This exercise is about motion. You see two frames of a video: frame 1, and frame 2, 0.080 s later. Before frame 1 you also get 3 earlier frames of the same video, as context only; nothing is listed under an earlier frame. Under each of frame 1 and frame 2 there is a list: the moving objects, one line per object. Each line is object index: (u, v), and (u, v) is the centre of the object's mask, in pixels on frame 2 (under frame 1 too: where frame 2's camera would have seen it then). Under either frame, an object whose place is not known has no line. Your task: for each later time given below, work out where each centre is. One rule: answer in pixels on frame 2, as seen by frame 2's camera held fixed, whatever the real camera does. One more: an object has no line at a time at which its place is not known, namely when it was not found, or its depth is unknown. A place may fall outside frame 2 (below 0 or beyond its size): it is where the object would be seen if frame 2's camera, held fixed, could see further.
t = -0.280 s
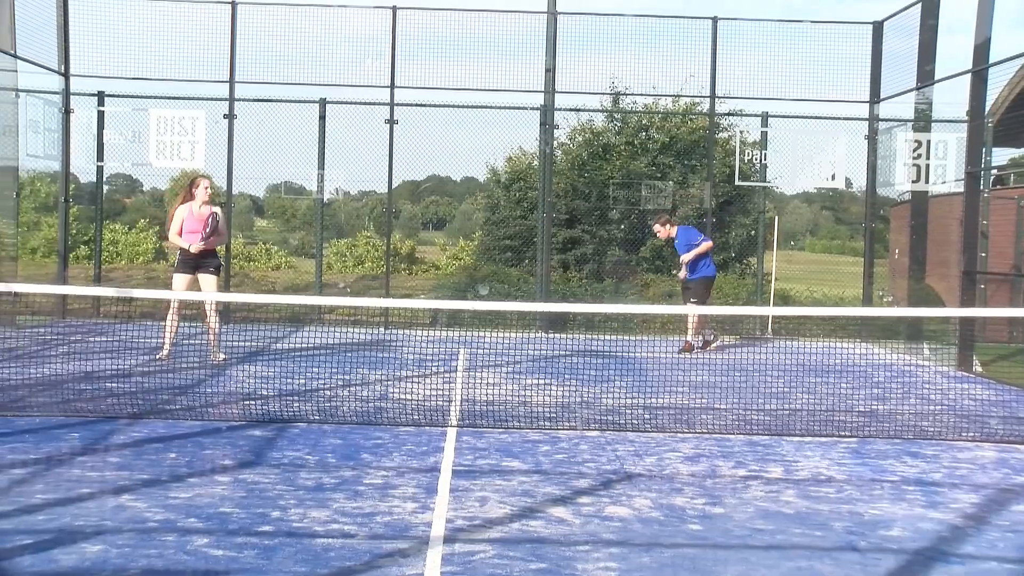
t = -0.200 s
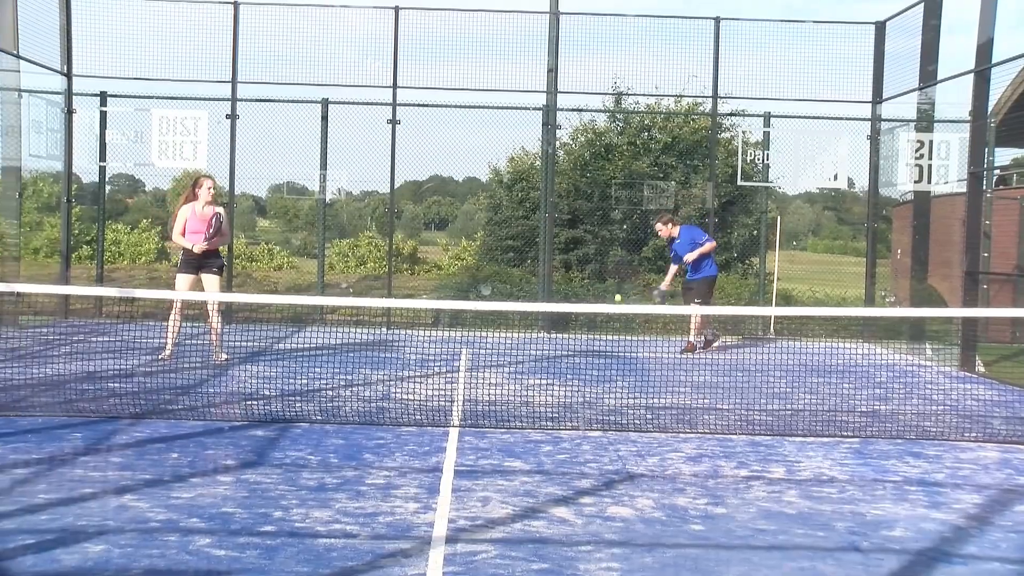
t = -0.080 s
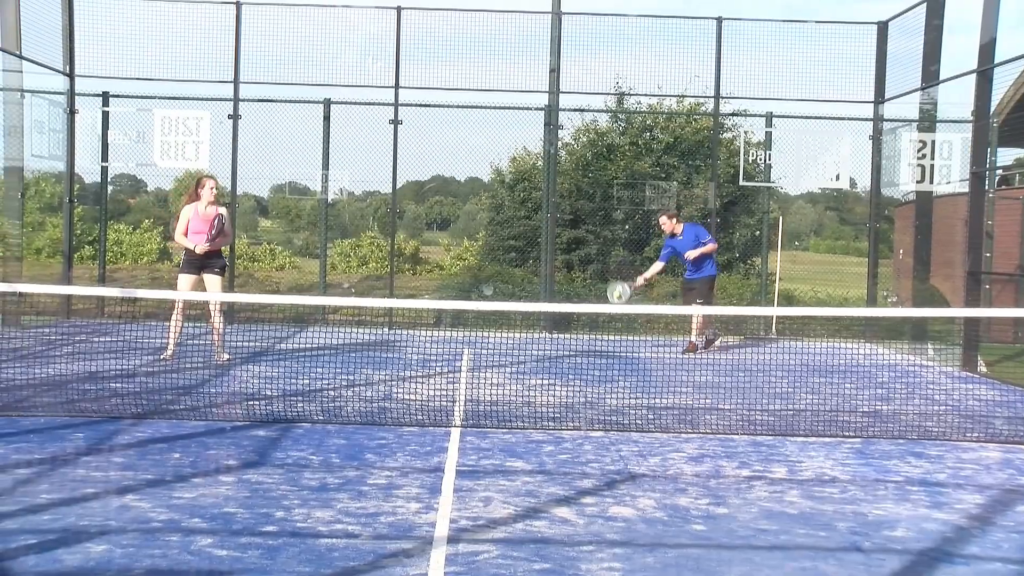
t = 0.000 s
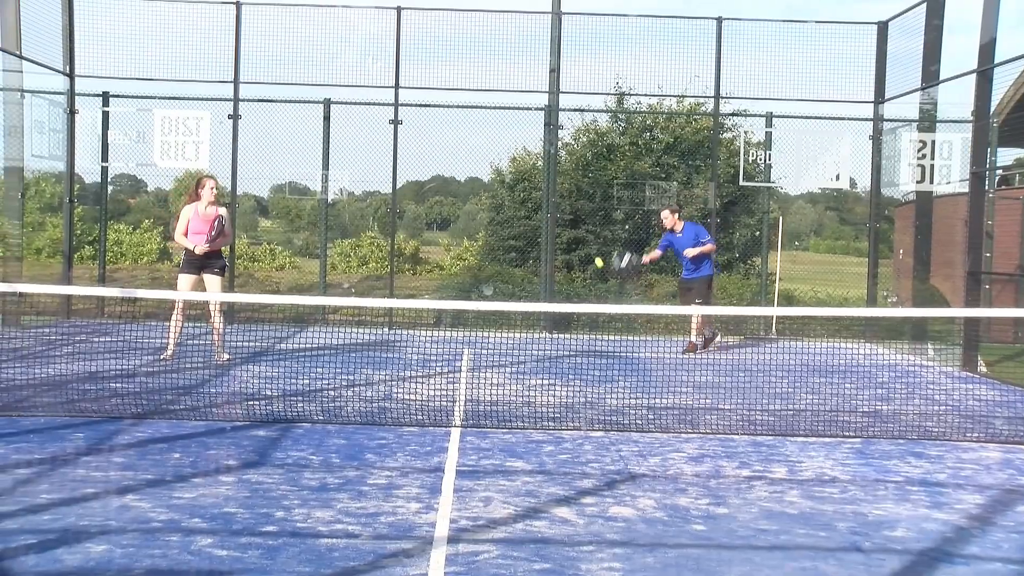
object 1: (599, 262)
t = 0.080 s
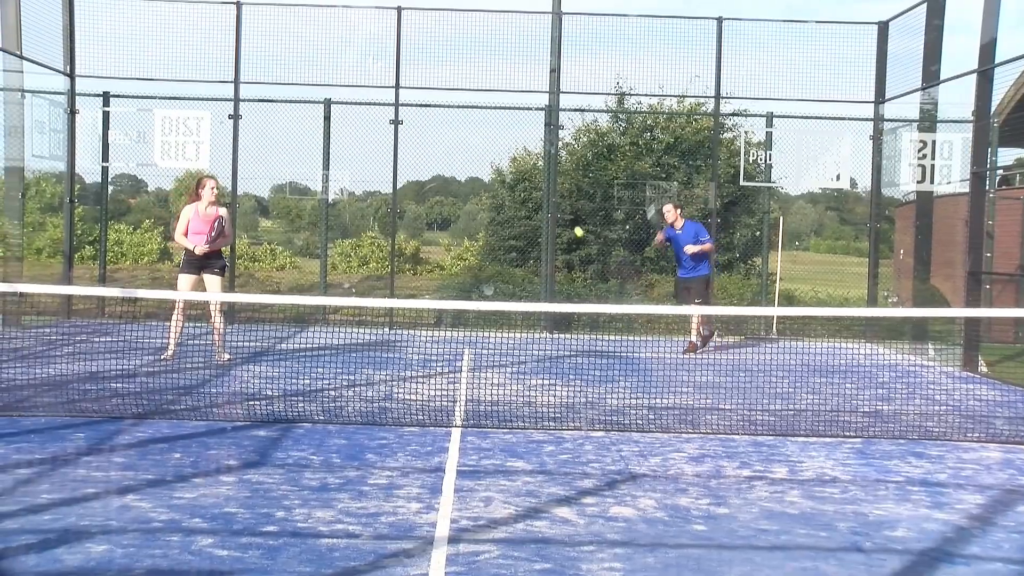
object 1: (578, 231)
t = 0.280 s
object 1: (517, 174)
